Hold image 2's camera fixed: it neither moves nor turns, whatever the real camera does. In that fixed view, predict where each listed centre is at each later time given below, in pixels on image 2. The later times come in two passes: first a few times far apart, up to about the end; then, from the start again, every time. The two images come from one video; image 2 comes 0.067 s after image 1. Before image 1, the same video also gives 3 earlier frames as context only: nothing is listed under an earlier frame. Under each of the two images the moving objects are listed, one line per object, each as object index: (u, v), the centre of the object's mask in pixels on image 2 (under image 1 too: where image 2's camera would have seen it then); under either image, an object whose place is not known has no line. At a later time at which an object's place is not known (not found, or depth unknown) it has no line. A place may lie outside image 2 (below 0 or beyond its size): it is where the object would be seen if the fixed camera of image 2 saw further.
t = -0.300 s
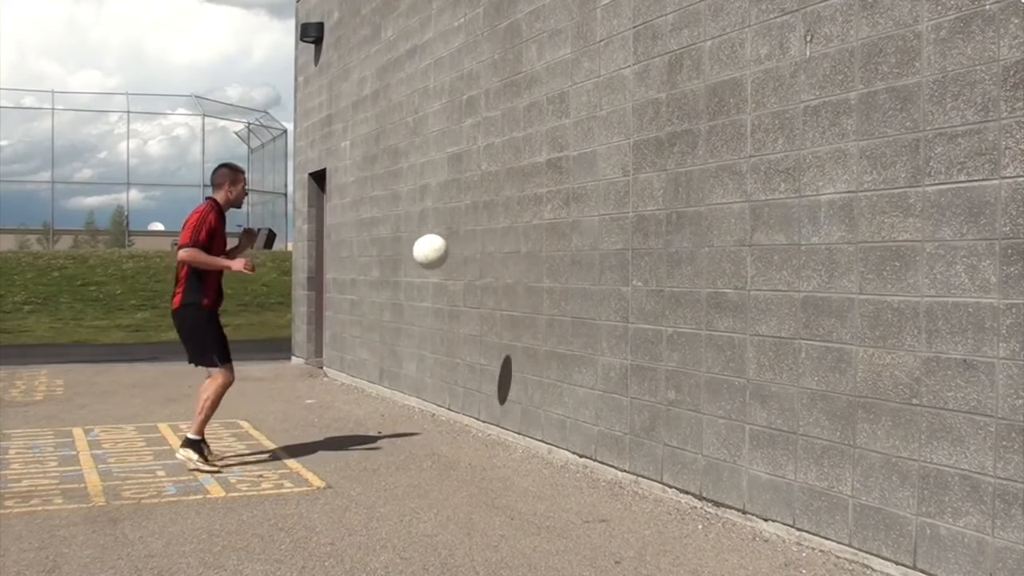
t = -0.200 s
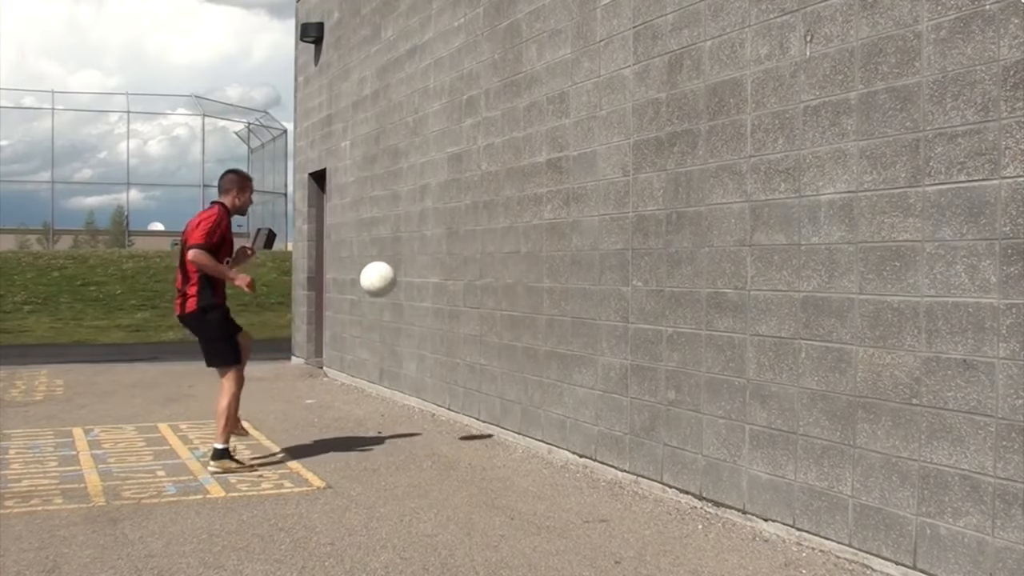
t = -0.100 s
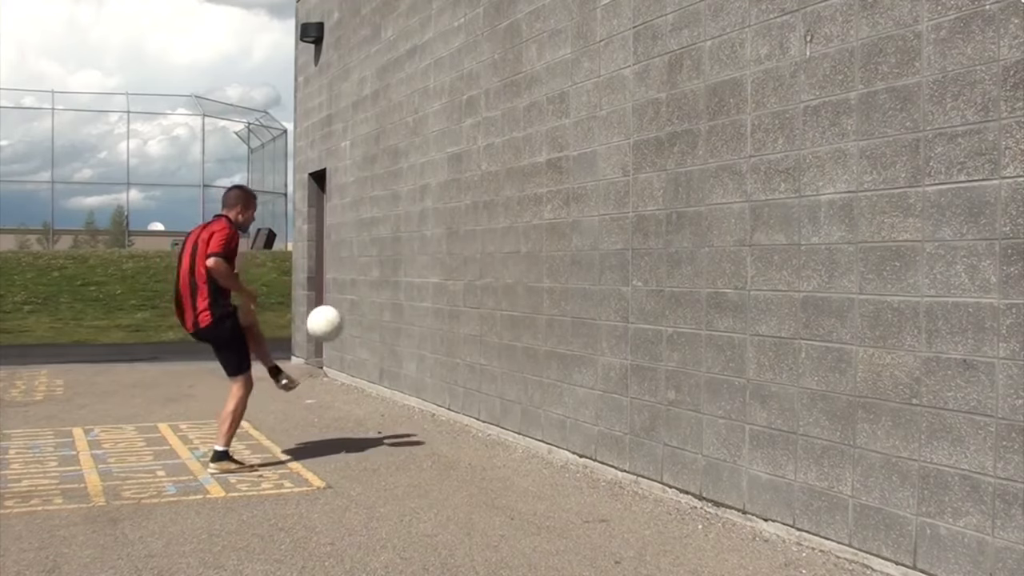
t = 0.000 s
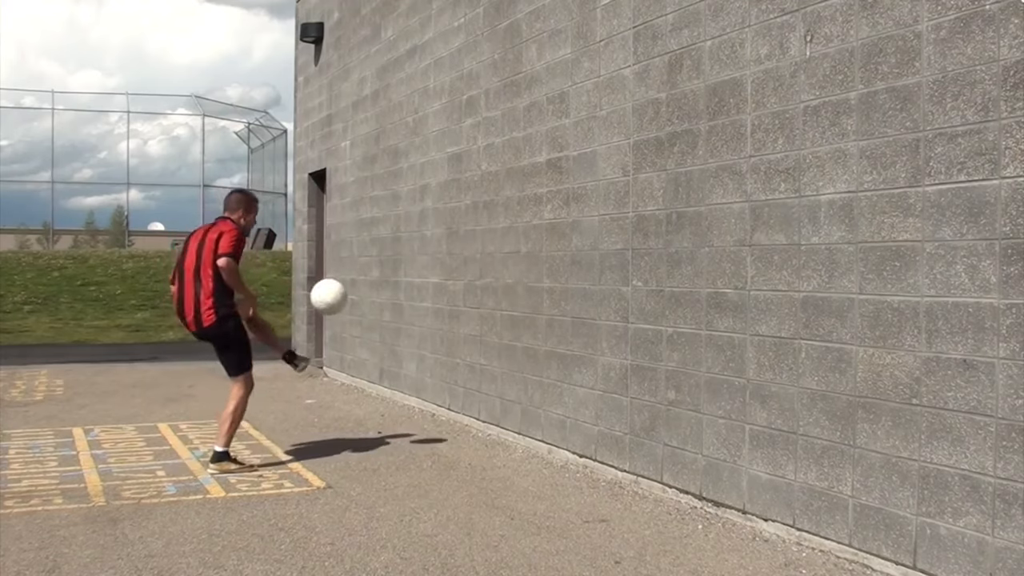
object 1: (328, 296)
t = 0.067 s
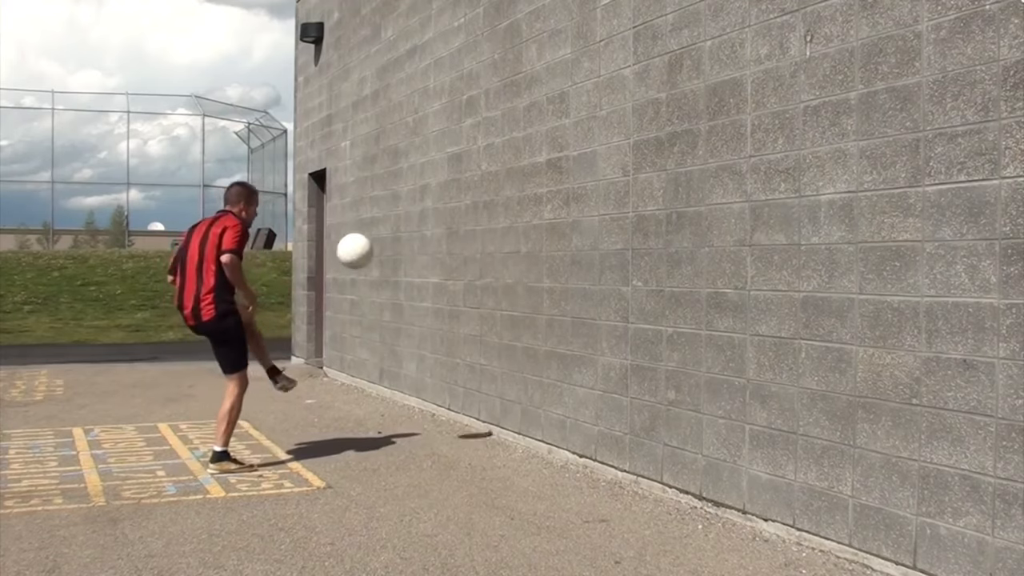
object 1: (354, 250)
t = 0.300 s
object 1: (446, 147)
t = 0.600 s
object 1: (508, 138)
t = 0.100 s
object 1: (368, 230)
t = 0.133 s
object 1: (381, 212)
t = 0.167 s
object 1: (394, 196)
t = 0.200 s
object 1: (407, 181)
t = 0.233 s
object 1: (421, 168)
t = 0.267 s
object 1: (433, 157)
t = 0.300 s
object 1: (446, 147)
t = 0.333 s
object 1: (459, 140)
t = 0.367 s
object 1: (472, 134)
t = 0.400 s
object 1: (484, 129)
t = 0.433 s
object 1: (497, 127)
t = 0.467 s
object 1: (510, 126)
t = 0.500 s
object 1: (522, 127)
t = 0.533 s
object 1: (528, 129)
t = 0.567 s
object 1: (518, 133)
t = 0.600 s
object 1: (508, 138)
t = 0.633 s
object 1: (498, 145)
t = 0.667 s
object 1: (489, 154)
